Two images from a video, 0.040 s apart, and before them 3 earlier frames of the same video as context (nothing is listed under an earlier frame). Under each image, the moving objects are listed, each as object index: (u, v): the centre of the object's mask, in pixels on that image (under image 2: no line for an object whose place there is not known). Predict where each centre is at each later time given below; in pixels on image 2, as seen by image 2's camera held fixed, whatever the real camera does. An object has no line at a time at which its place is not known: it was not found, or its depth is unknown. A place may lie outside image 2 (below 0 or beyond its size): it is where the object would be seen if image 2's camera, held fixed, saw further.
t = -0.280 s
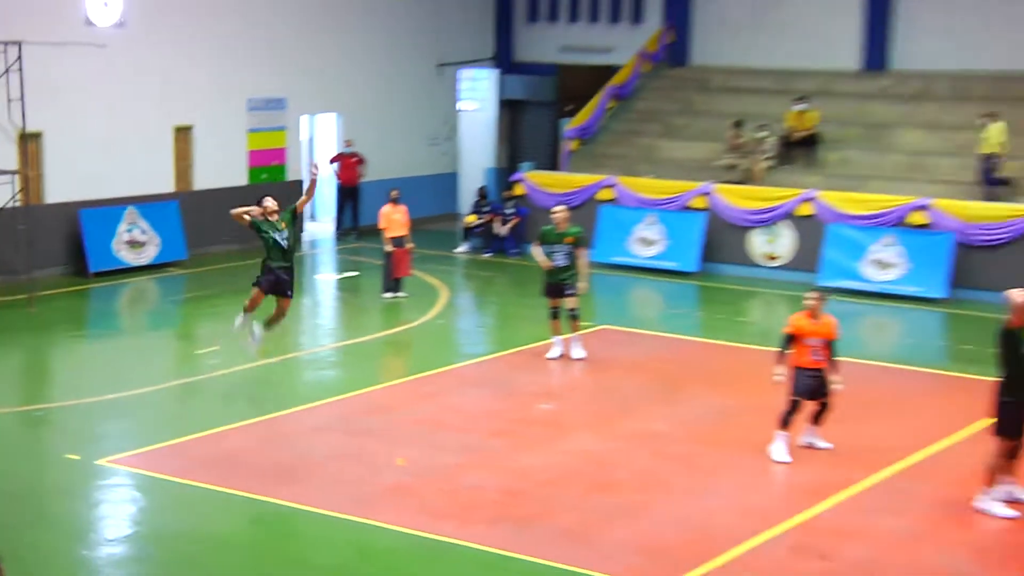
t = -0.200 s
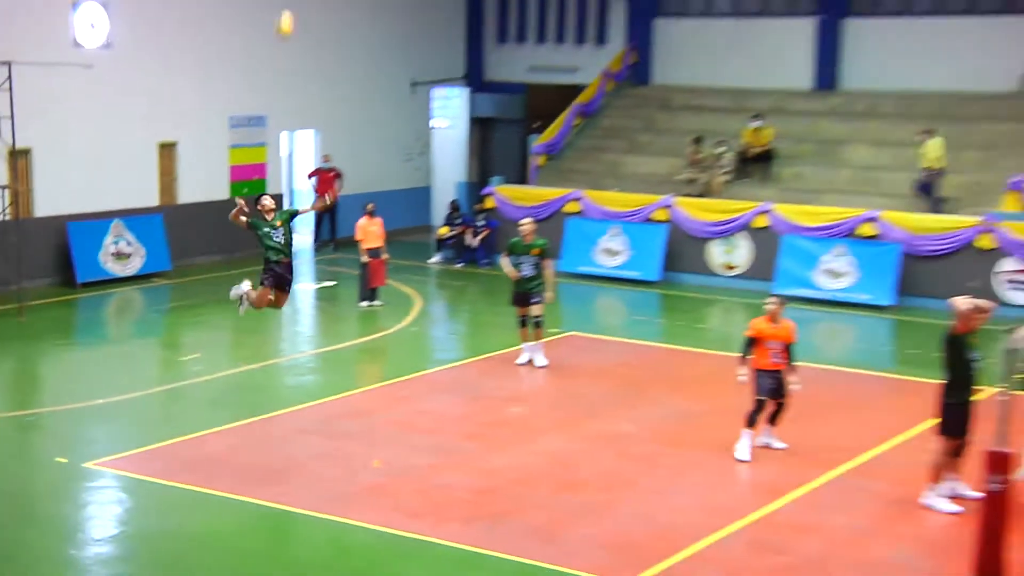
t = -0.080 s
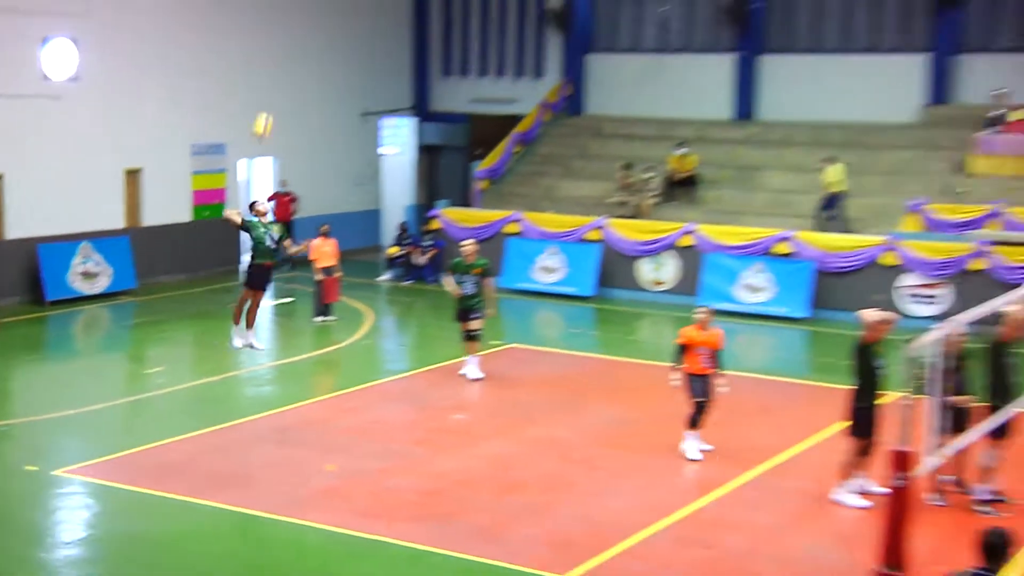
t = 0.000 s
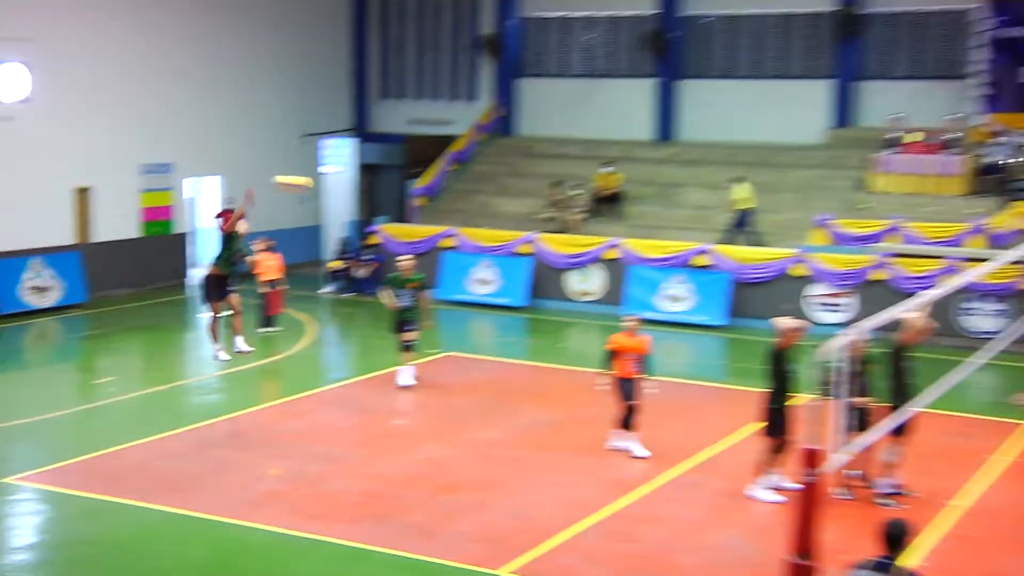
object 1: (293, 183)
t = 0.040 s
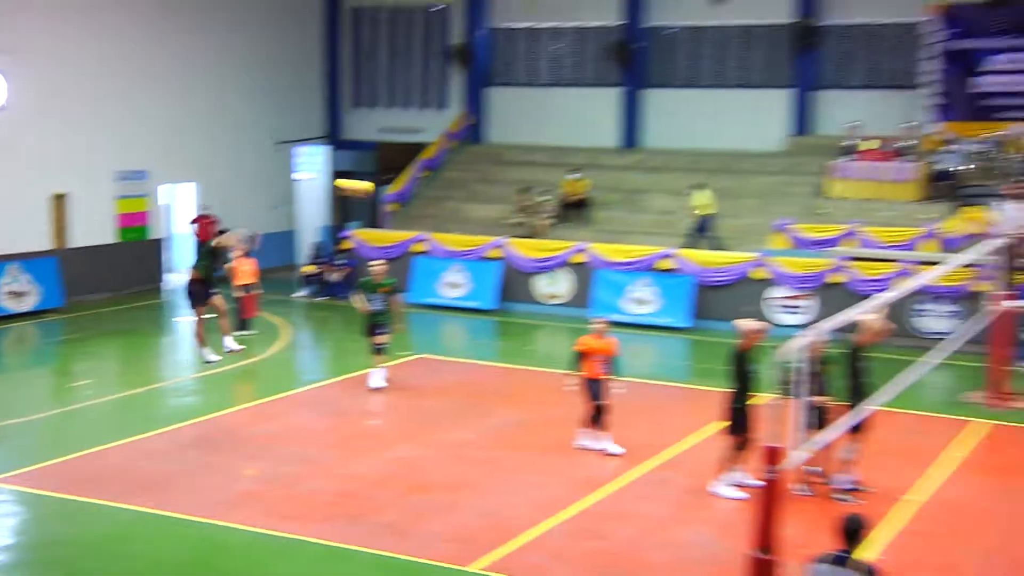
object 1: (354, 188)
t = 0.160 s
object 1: (622, 200)
